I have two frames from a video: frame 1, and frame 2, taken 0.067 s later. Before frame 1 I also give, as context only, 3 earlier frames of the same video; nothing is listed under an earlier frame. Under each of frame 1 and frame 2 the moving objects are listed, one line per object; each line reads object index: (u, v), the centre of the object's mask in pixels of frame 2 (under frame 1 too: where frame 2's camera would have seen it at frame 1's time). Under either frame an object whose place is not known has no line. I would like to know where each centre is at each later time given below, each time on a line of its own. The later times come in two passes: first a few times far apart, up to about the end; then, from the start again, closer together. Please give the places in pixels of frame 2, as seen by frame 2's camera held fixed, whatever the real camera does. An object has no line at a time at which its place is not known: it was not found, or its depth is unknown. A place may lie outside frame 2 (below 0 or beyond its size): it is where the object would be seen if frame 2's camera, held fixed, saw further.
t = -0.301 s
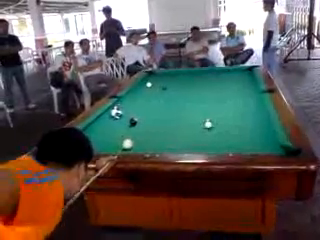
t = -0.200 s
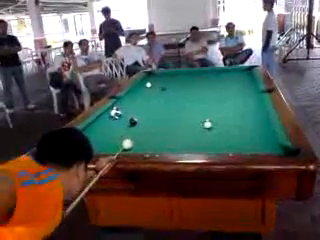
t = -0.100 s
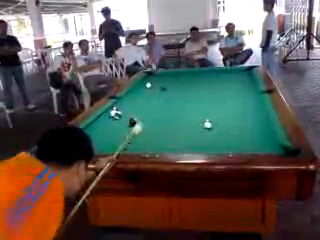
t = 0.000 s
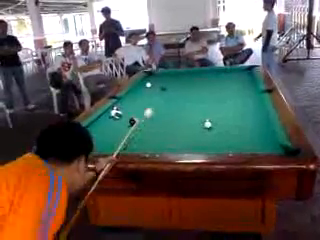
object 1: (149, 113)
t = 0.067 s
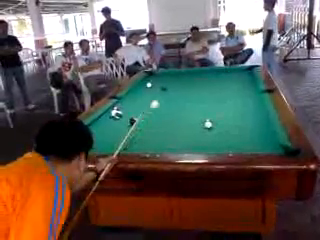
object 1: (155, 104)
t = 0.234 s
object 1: (165, 89)
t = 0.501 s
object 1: (191, 82)
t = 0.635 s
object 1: (202, 78)
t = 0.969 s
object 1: (225, 70)
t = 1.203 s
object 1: (236, 70)
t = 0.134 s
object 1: (159, 98)
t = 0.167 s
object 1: (162, 94)
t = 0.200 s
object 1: (163, 92)
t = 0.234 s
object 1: (165, 89)
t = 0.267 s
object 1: (167, 88)
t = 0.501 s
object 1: (191, 82)
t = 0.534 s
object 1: (194, 81)
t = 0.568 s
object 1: (197, 79)
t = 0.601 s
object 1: (200, 79)
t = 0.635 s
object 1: (202, 78)
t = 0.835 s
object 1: (217, 73)
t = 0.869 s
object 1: (219, 72)
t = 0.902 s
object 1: (222, 71)
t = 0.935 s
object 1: (223, 71)
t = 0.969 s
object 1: (225, 70)
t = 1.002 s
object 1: (228, 69)
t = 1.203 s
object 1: (236, 70)
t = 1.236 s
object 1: (237, 71)
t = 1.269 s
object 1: (239, 71)
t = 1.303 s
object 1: (240, 71)
